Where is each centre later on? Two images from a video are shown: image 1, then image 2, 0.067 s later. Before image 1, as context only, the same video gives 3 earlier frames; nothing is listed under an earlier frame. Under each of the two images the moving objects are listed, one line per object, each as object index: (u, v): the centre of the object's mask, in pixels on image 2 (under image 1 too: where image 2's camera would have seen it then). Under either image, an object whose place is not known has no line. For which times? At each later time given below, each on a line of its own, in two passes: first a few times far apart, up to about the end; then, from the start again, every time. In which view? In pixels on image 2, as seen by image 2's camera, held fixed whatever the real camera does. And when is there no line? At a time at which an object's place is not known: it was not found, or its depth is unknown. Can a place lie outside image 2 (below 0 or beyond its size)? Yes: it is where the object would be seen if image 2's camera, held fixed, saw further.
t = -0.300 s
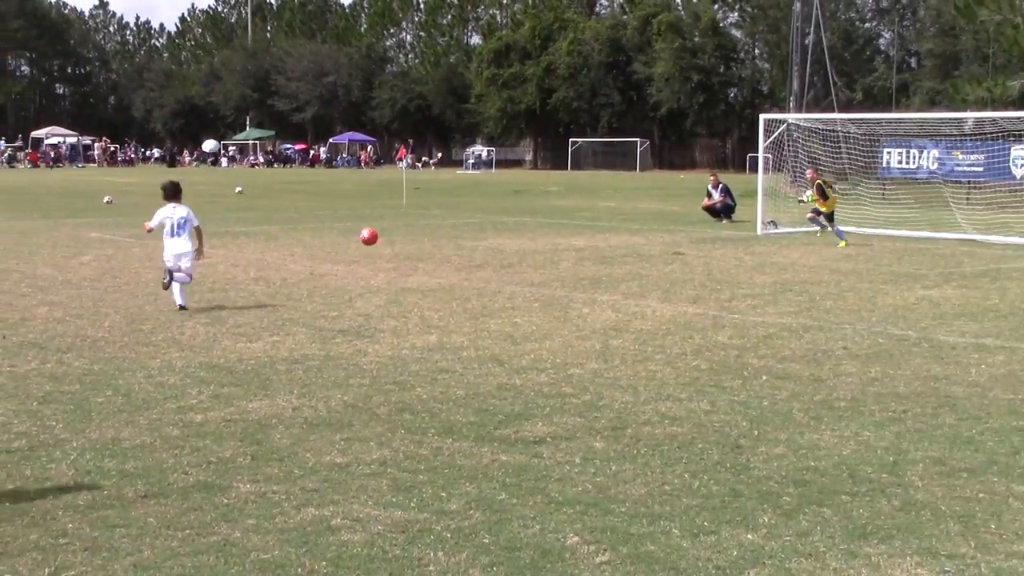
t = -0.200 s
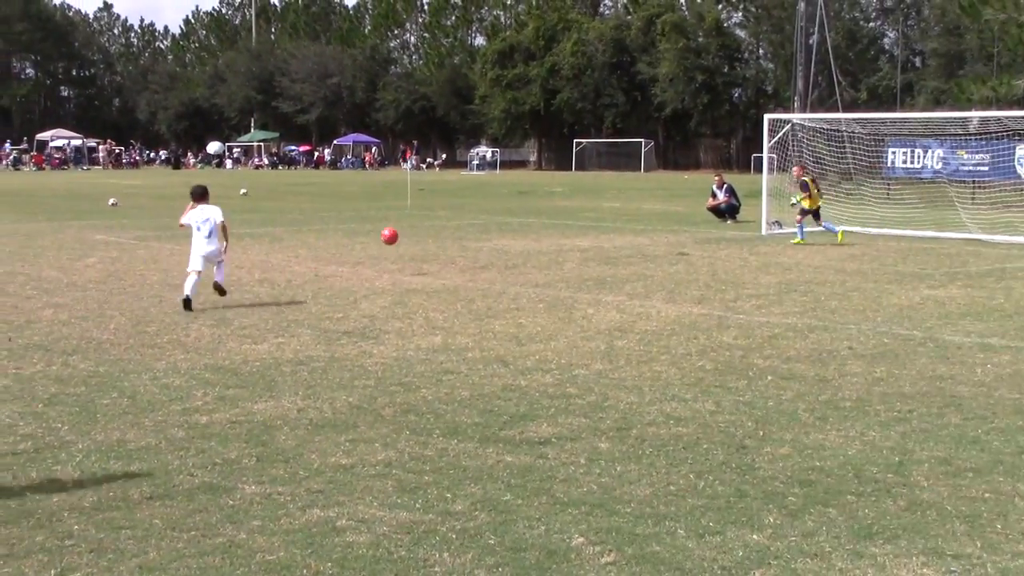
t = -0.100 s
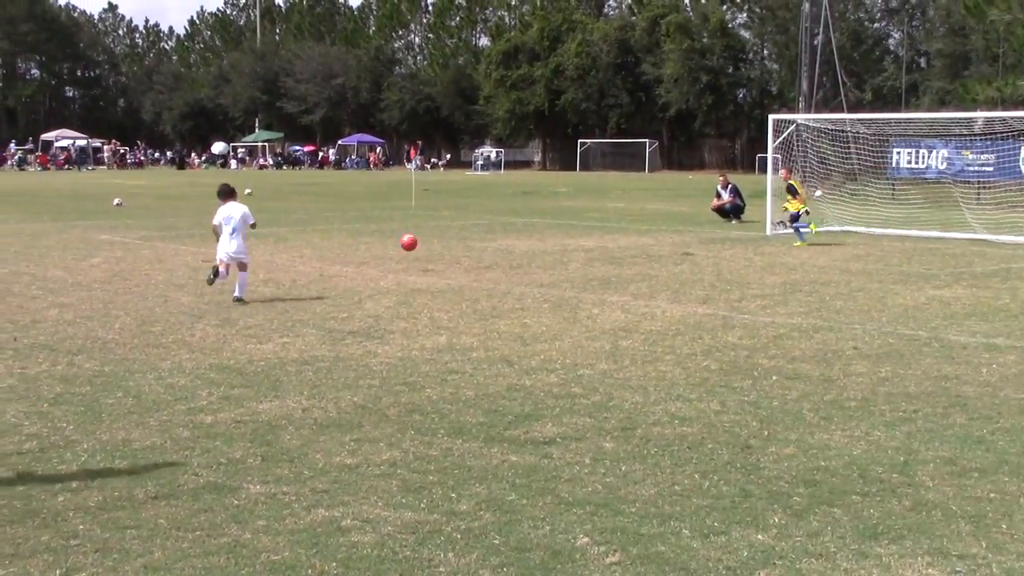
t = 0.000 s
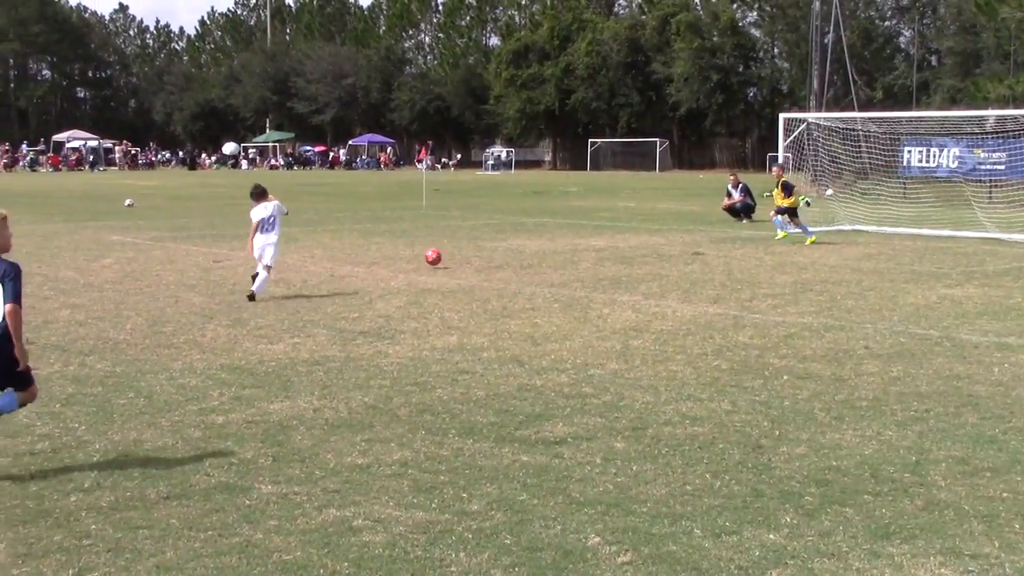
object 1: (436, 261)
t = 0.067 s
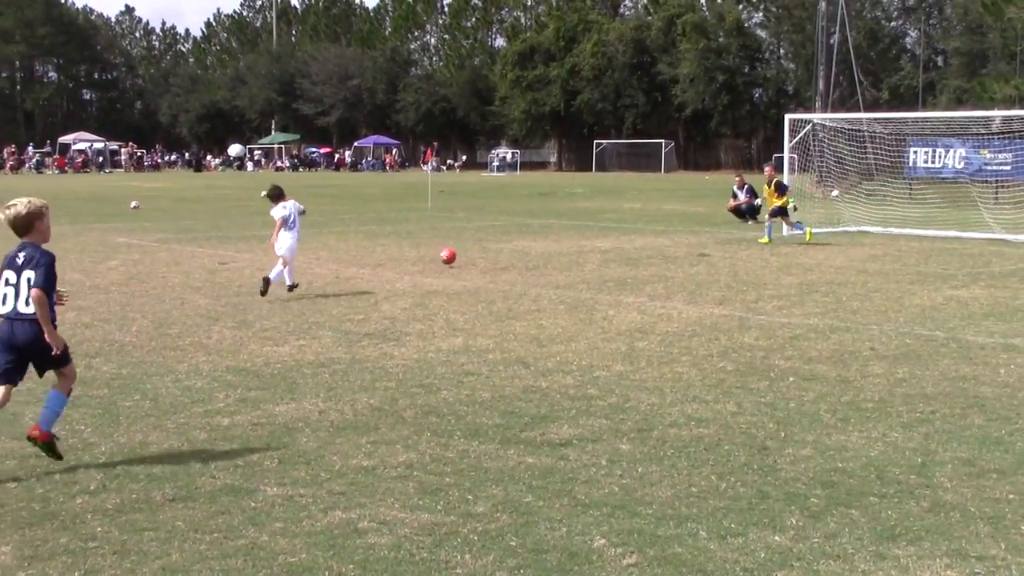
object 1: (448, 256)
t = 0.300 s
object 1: (484, 244)
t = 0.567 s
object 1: (515, 245)
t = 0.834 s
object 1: (543, 231)
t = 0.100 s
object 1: (453, 252)
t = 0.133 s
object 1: (459, 251)
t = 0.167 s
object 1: (464, 245)
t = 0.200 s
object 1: (470, 244)
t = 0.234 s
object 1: (475, 243)
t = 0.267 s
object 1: (478, 245)
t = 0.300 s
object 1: (484, 244)
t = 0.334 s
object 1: (488, 245)
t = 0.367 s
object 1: (493, 248)
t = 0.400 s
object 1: (497, 252)
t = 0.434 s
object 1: (500, 251)
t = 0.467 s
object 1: (505, 248)
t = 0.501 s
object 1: (508, 246)
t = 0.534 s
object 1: (511, 246)
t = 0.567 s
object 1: (515, 245)
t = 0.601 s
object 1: (518, 245)
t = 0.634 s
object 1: (521, 245)
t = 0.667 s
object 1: (524, 240)
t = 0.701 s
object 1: (527, 236)
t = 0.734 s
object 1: (531, 232)
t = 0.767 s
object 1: (535, 231)
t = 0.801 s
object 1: (539, 232)
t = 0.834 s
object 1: (543, 231)
